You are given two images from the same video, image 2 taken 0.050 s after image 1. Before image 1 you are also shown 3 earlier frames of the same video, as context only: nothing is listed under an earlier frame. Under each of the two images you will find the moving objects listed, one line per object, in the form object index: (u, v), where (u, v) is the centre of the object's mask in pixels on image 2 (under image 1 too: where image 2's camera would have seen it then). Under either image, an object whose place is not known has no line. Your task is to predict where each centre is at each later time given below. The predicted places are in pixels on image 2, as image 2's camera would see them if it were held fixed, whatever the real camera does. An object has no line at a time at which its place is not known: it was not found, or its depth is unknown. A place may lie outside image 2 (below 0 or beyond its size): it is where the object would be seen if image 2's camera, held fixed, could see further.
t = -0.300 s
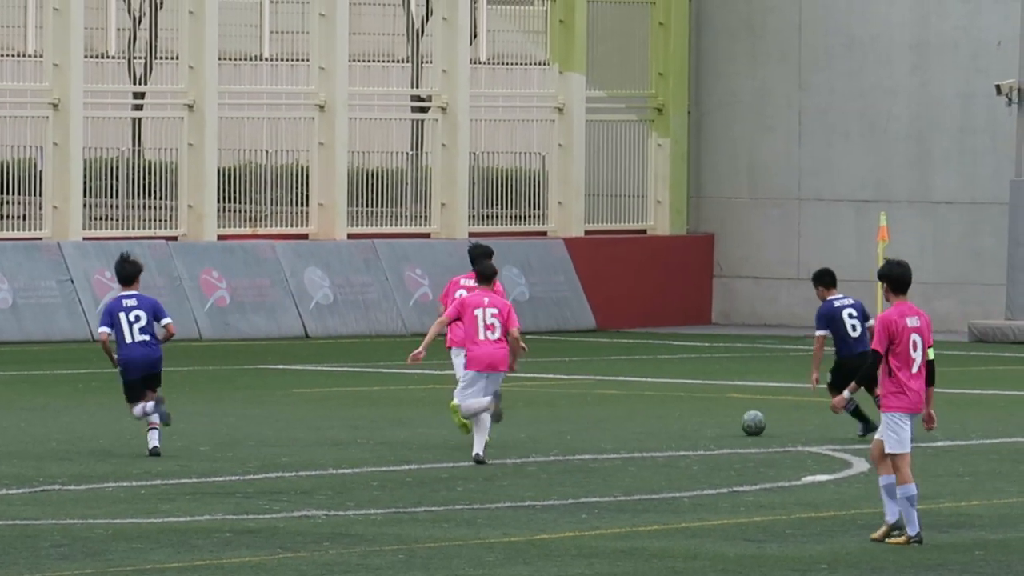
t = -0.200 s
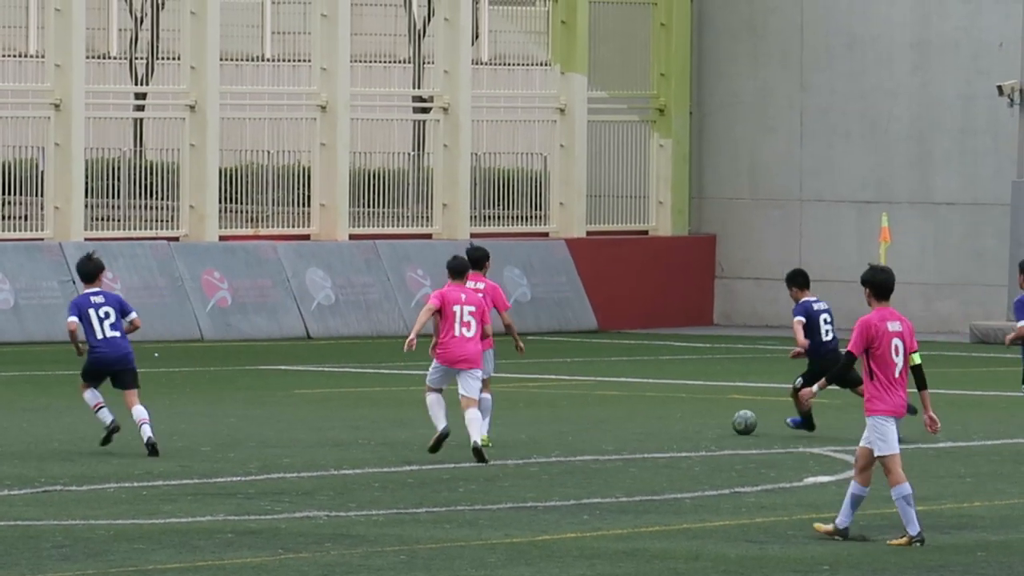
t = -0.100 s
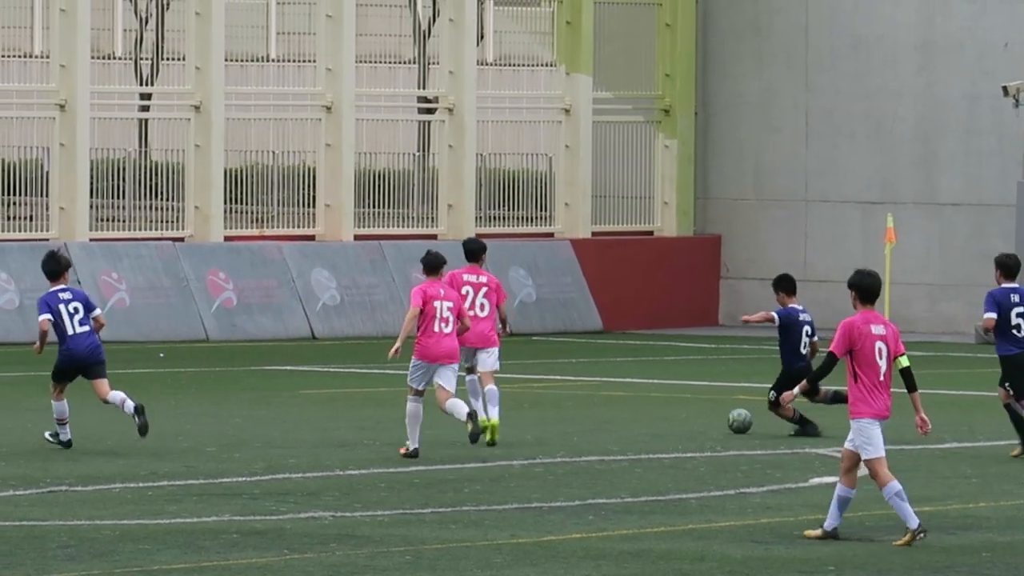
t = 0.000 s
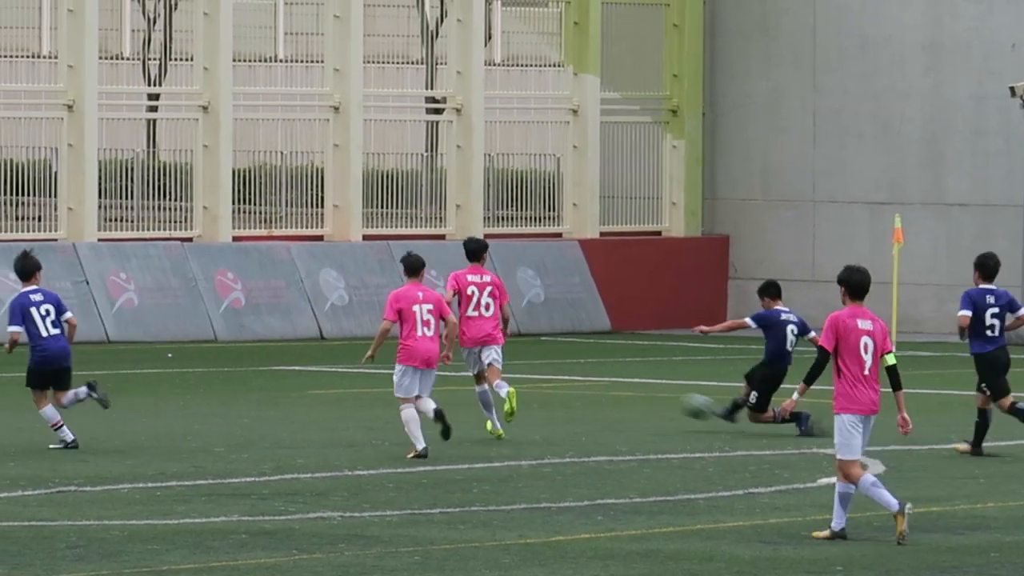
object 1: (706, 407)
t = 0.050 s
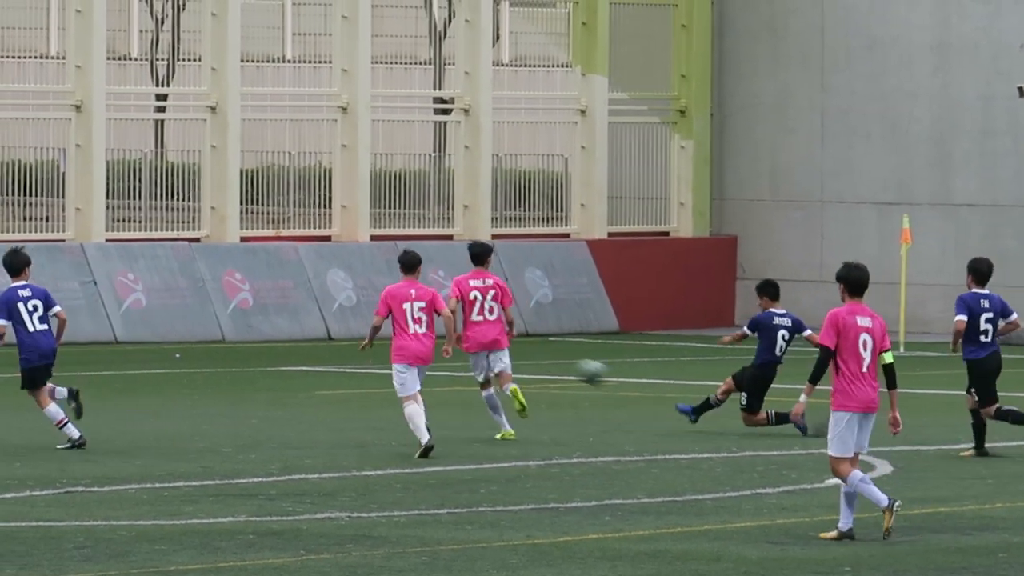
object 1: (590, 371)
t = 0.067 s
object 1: (554, 361)
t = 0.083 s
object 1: (519, 351)
